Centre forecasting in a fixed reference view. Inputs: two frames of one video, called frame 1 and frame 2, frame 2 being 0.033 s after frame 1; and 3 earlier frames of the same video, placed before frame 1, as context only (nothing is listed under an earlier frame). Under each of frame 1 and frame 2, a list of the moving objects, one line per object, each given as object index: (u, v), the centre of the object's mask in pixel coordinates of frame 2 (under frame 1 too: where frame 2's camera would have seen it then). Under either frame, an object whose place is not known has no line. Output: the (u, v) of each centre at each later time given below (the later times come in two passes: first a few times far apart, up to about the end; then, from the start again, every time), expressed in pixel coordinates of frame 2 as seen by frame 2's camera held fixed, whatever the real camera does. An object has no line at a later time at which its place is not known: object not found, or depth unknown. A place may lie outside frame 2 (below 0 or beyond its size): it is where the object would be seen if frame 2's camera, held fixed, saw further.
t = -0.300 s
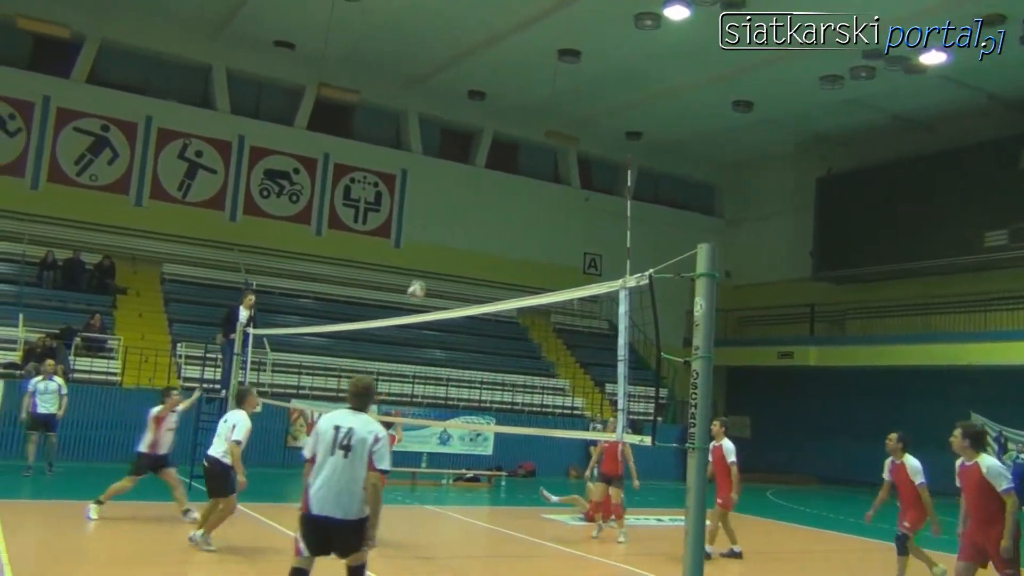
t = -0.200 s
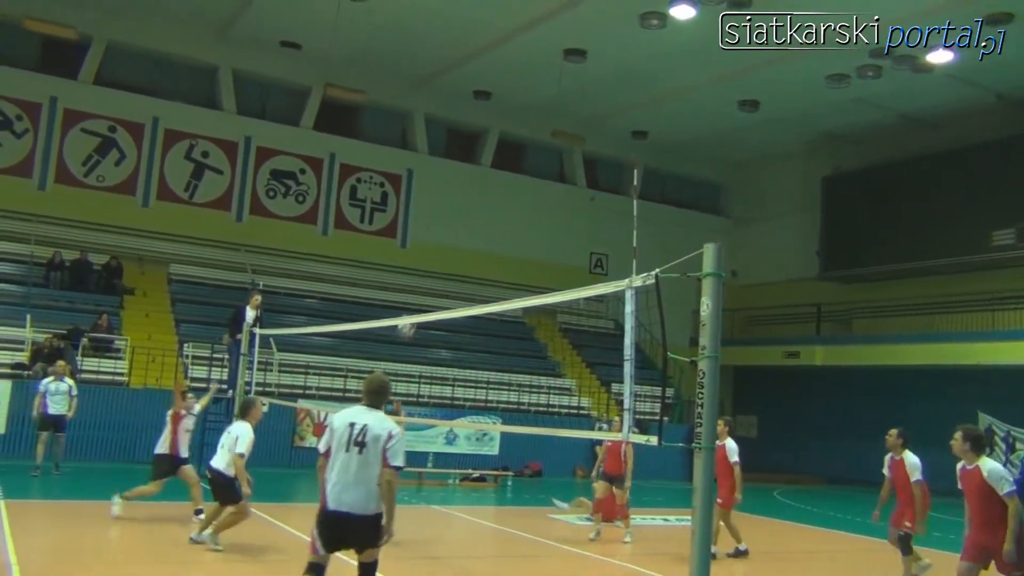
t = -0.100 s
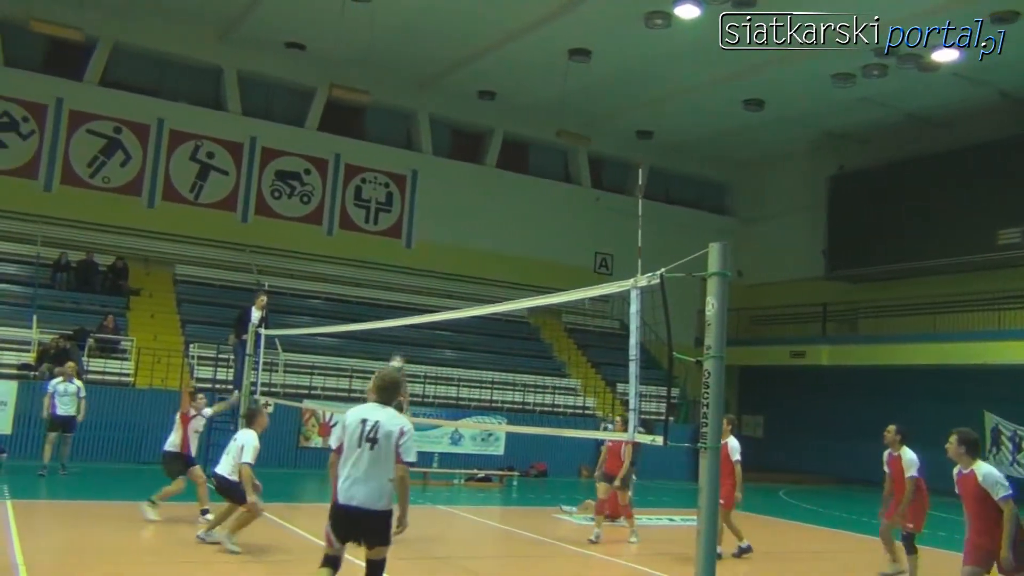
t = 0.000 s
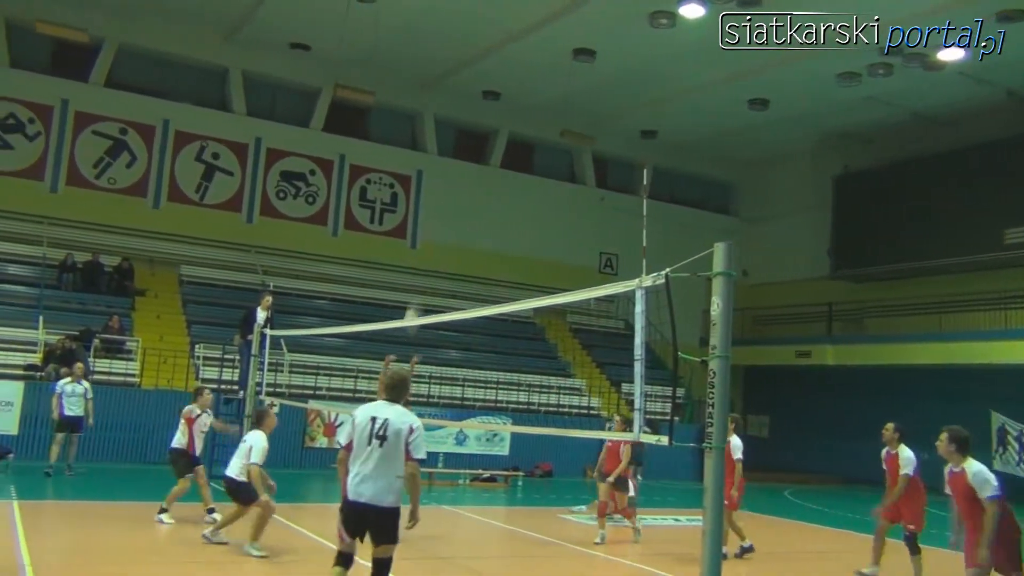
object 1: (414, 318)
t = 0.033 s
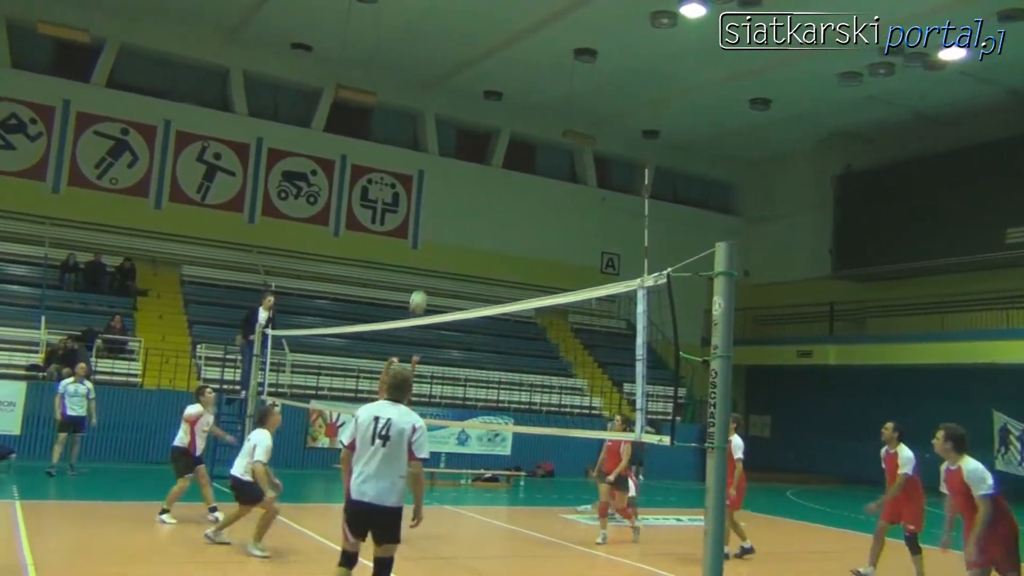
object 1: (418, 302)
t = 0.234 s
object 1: (439, 221)
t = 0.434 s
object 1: (460, 174)
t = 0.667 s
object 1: (480, 161)
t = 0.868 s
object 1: (495, 186)
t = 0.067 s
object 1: (423, 284)
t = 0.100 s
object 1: (427, 269)
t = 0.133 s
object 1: (430, 256)
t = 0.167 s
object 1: (433, 243)
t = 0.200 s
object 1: (437, 231)
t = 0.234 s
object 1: (439, 221)
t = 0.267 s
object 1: (444, 210)
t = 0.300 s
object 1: (448, 201)
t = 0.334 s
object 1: (451, 194)
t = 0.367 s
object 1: (454, 186)
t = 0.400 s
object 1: (457, 180)
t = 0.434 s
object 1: (460, 174)
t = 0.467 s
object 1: (463, 169)
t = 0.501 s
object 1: (466, 166)
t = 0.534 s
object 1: (469, 163)
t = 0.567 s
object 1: (472, 161)
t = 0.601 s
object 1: (475, 160)
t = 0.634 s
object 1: (477, 161)
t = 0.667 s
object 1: (480, 161)
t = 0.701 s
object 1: (482, 162)
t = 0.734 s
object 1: (485, 165)
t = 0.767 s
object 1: (488, 169)
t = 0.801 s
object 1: (490, 174)
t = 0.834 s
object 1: (492, 180)
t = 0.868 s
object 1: (495, 186)
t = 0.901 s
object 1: (497, 194)
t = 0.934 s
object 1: (499, 203)
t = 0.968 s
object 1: (502, 214)
